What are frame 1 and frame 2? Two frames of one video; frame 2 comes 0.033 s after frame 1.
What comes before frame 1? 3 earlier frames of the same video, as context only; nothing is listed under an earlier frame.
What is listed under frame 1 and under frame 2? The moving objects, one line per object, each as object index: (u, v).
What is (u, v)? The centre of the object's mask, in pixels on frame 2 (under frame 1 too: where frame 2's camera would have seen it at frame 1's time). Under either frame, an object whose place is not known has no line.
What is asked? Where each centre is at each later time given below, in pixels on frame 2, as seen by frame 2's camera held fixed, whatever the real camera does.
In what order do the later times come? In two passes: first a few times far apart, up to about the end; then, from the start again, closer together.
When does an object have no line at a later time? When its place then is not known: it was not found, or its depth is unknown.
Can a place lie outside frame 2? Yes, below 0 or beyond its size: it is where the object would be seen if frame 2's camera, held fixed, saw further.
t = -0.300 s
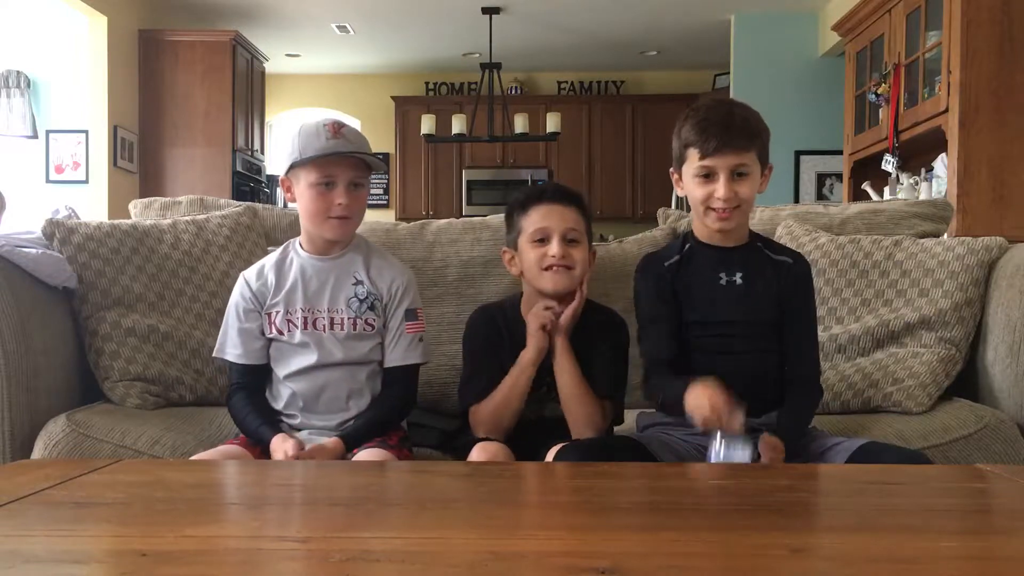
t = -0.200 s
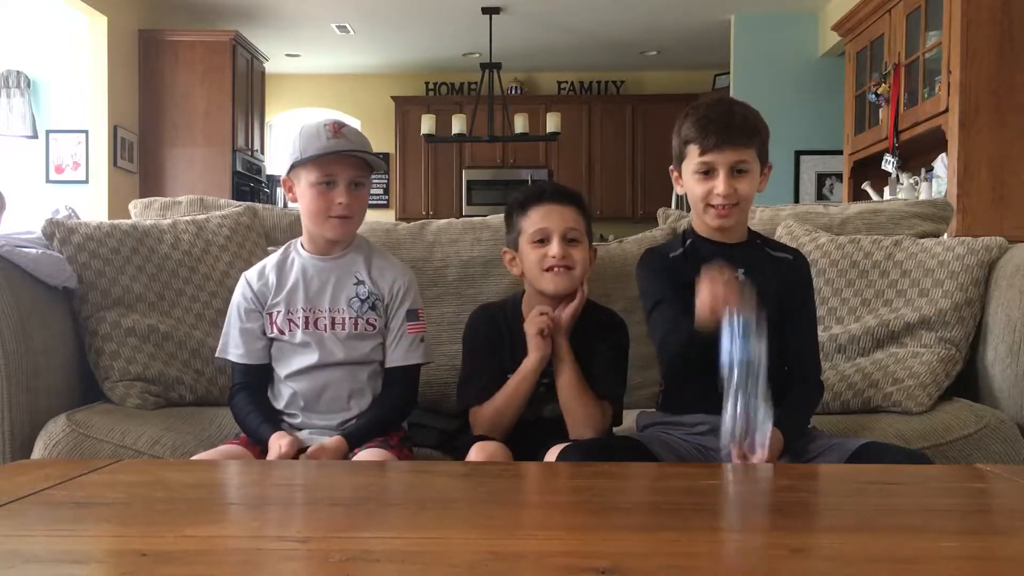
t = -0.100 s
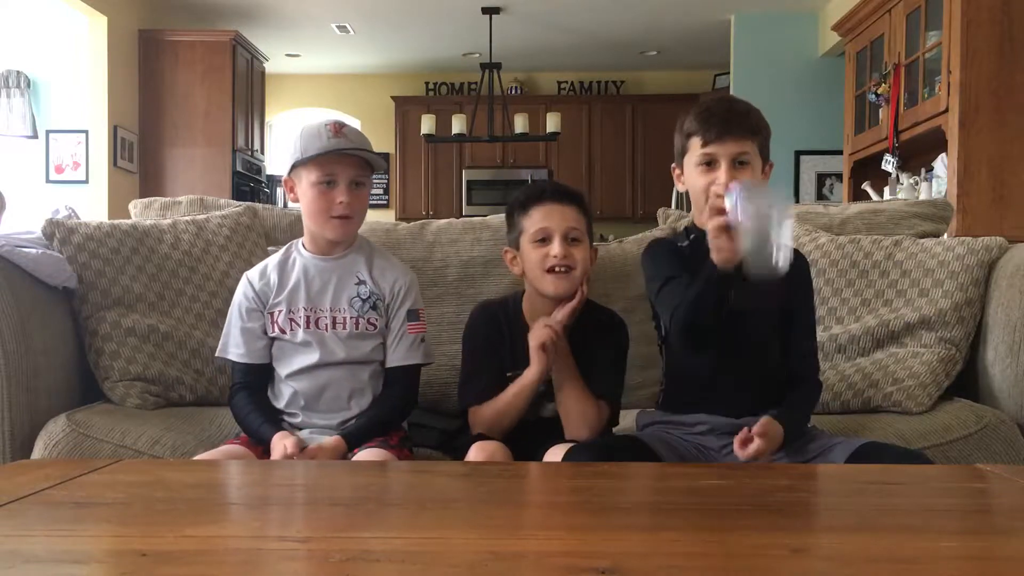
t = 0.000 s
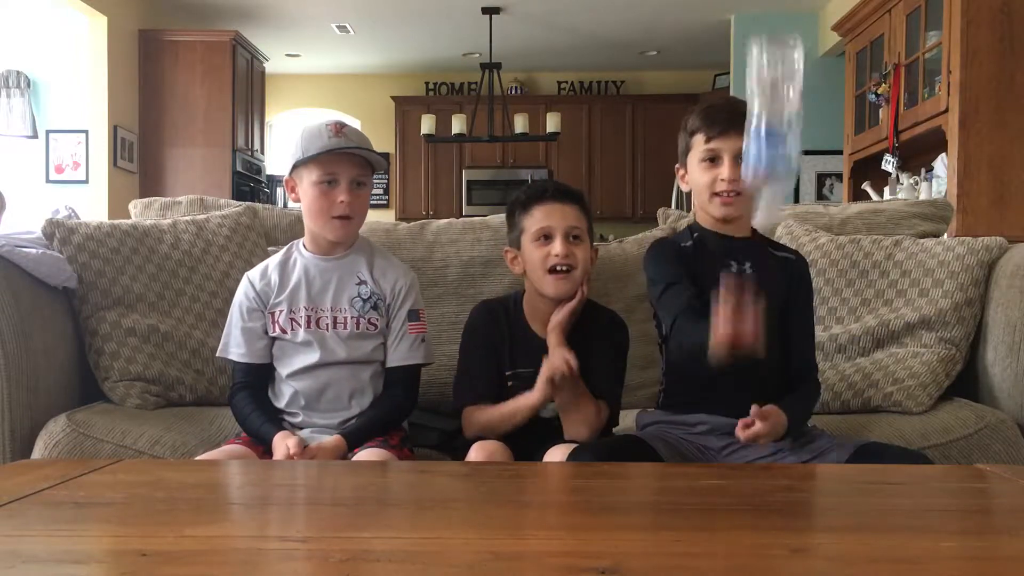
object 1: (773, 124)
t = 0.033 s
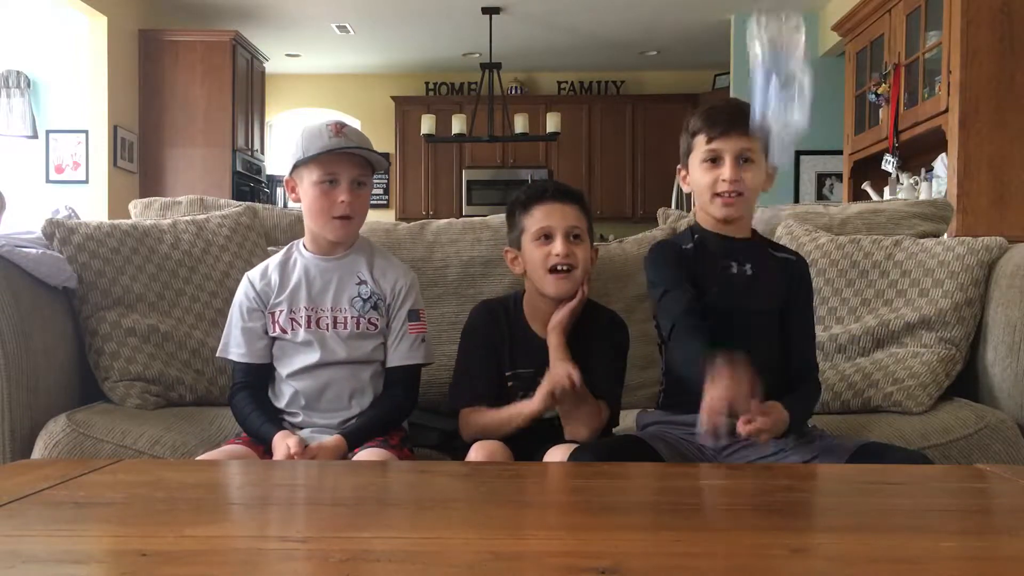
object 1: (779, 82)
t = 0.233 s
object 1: (794, 57)
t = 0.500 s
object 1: (820, 402)
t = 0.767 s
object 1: (821, 406)
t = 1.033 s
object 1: (821, 406)
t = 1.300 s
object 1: (820, 406)
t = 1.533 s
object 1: (820, 406)
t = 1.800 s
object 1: (820, 406)
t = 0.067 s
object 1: (785, 37)
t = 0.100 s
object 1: (784, 19)
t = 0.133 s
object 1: (782, 21)
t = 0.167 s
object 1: (785, 29)
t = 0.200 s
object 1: (790, 41)
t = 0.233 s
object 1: (794, 57)
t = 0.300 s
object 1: (801, 118)
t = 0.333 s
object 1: (804, 177)
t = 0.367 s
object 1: (807, 245)
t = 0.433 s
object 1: (815, 399)
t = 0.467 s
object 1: (820, 401)
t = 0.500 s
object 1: (820, 402)
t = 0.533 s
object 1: (819, 403)
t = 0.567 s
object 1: (818, 404)
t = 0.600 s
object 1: (819, 405)
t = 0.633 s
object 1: (821, 406)
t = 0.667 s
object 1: (821, 406)
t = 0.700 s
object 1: (821, 406)
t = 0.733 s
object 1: (821, 406)
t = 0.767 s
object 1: (821, 406)
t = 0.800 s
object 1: (821, 406)
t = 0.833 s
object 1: (821, 406)
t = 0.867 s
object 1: (821, 406)
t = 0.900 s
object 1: (821, 406)
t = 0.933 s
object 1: (821, 406)
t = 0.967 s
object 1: (821, 406)
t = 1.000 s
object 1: (821, 406)
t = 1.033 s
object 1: (821, 406)
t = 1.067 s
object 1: (821, 406)
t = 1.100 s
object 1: (820, 406)
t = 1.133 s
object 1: (820, 406)
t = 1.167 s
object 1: (820, 406)
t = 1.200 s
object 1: (820, 406)
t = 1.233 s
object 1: (820, 406)
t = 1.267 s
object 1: (820, 406)
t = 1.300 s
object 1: (820, 406)
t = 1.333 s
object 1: (820, 406)
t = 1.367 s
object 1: (820, 406)
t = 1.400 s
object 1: (820, 406)
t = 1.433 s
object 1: (820, 406)
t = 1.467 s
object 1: (820, 406)
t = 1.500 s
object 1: (820, 406)
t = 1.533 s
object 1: (820, 406)
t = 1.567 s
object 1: (820, 406)
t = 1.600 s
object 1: (820, 406)
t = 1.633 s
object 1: (820, 406)
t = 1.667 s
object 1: (820, 406)
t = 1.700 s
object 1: (820, 406)
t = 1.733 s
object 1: (820, 406)
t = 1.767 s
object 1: (820, 406)
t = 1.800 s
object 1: (820, 406)
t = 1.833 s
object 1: (820, 407)
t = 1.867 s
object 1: (820, 407)
